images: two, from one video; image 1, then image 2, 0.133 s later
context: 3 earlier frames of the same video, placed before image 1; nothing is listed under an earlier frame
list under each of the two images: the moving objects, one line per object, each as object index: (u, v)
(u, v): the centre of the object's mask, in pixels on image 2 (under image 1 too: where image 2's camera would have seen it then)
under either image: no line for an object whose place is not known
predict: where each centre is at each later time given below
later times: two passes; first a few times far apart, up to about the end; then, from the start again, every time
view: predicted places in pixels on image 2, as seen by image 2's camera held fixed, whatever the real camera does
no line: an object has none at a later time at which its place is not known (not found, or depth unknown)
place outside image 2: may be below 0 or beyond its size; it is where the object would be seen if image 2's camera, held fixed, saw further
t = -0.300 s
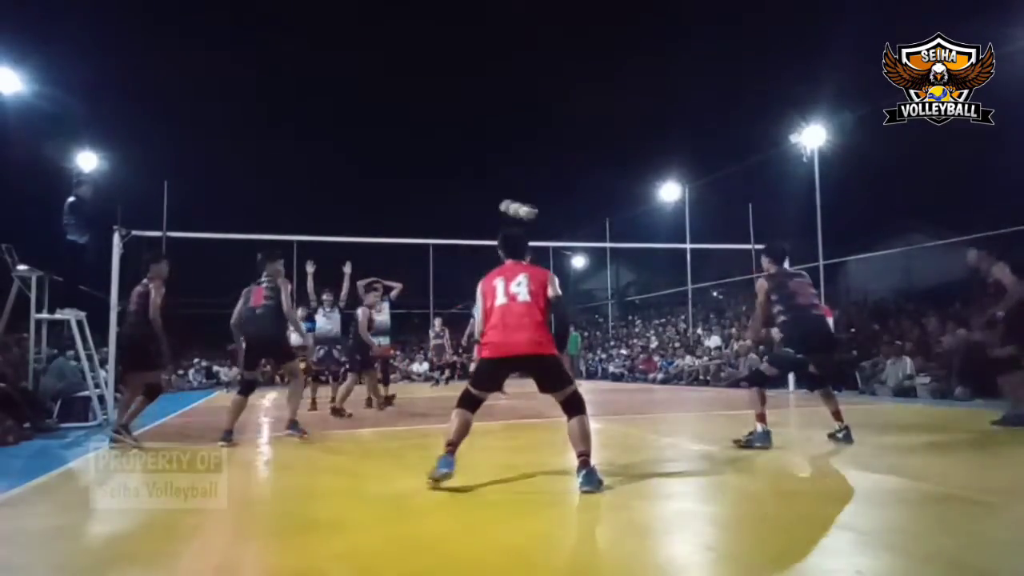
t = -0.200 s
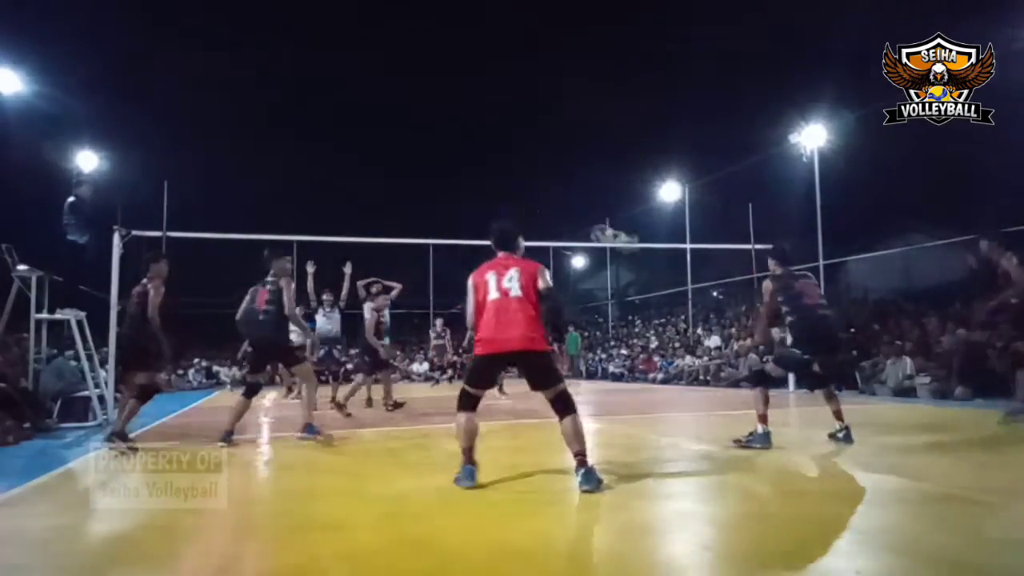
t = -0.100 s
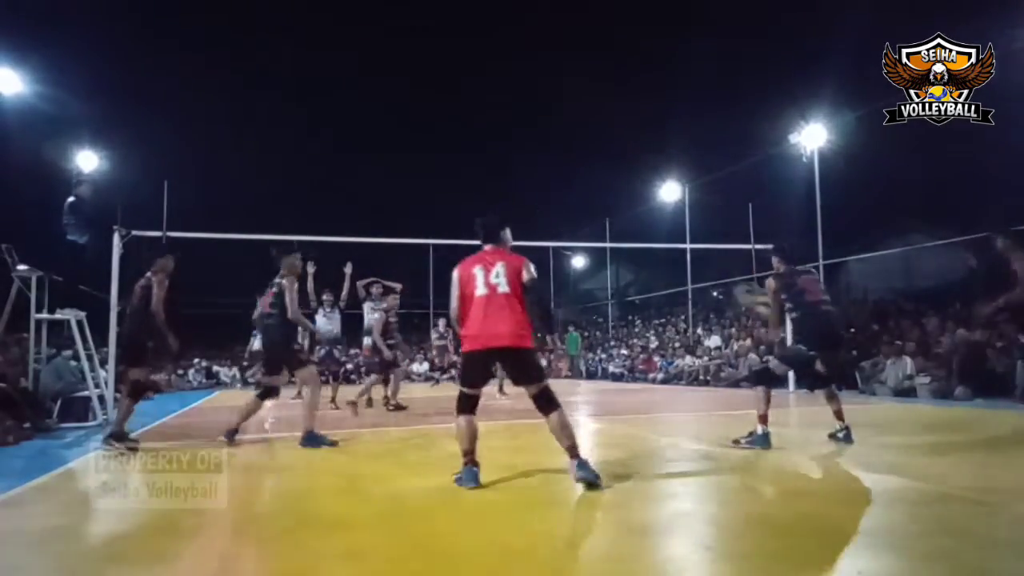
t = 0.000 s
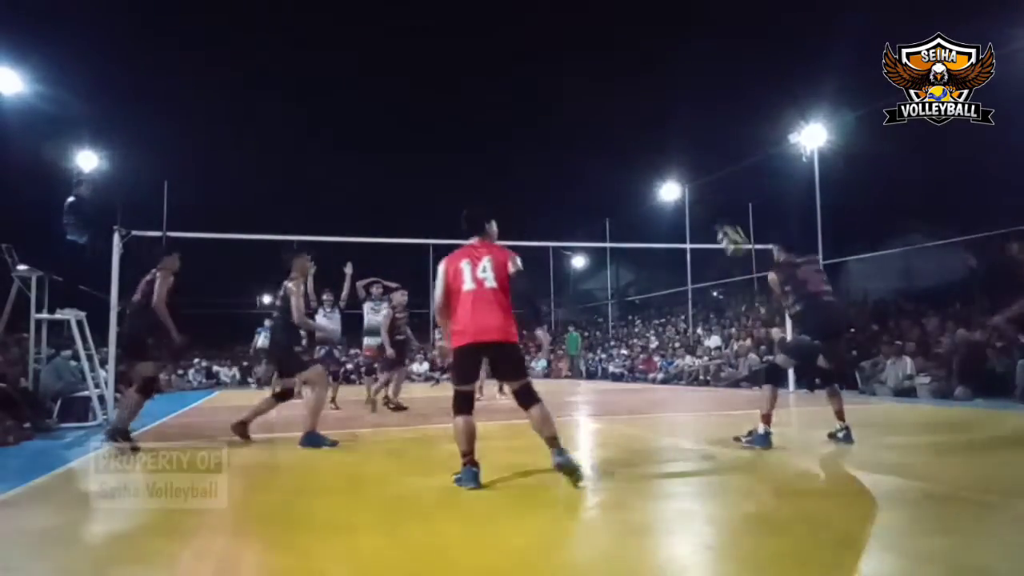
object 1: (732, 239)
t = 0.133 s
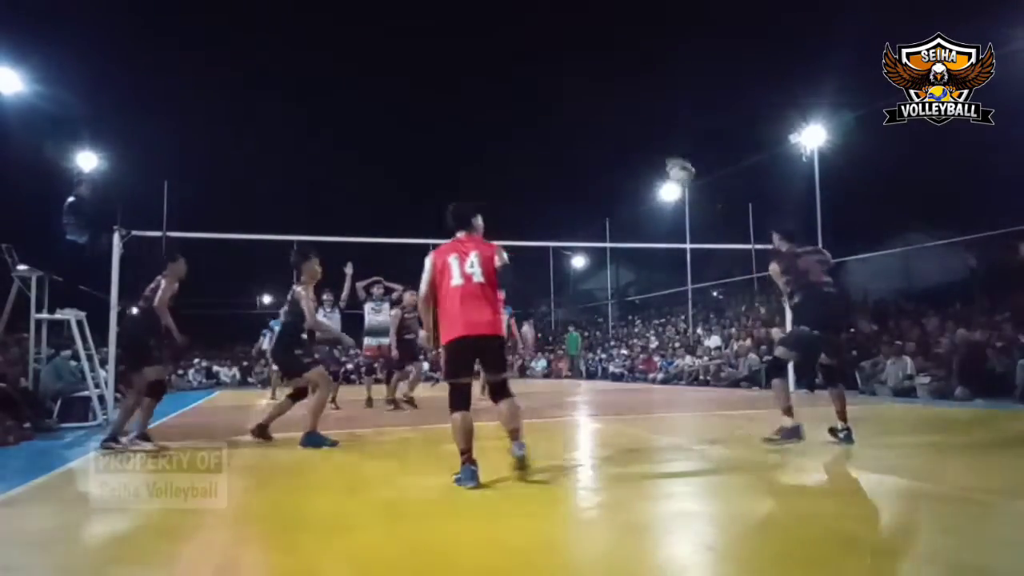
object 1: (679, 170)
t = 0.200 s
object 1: (655, 144)
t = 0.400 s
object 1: (595, 101)
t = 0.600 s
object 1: (544, 96)
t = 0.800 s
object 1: (500, 124)
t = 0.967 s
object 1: (468, 167)
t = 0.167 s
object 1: (668, 158)
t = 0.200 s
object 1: (655, 144)
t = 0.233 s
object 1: (645, 134)
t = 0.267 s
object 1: (634, 125)
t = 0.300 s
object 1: (624, 117)
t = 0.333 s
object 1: (614, 111)
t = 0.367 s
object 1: (605, 106)
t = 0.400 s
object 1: (595, 101)
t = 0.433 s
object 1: (587, 98)
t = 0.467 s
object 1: (577, 95)
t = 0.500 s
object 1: (569, 94)
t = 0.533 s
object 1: (561, 93)
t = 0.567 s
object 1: (553, 94)
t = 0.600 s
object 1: (544, 96)
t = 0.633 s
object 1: (536, 99)
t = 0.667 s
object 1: (529, 102)
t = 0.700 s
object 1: (521, 106)
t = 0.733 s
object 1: (513, 112)
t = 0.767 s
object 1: (507, 117)
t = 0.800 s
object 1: (500, 124)
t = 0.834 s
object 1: (493, 132)
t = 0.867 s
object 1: (486, 140)
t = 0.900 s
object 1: (480, 148)
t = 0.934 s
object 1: (474, 157)
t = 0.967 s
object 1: (468, 167)
